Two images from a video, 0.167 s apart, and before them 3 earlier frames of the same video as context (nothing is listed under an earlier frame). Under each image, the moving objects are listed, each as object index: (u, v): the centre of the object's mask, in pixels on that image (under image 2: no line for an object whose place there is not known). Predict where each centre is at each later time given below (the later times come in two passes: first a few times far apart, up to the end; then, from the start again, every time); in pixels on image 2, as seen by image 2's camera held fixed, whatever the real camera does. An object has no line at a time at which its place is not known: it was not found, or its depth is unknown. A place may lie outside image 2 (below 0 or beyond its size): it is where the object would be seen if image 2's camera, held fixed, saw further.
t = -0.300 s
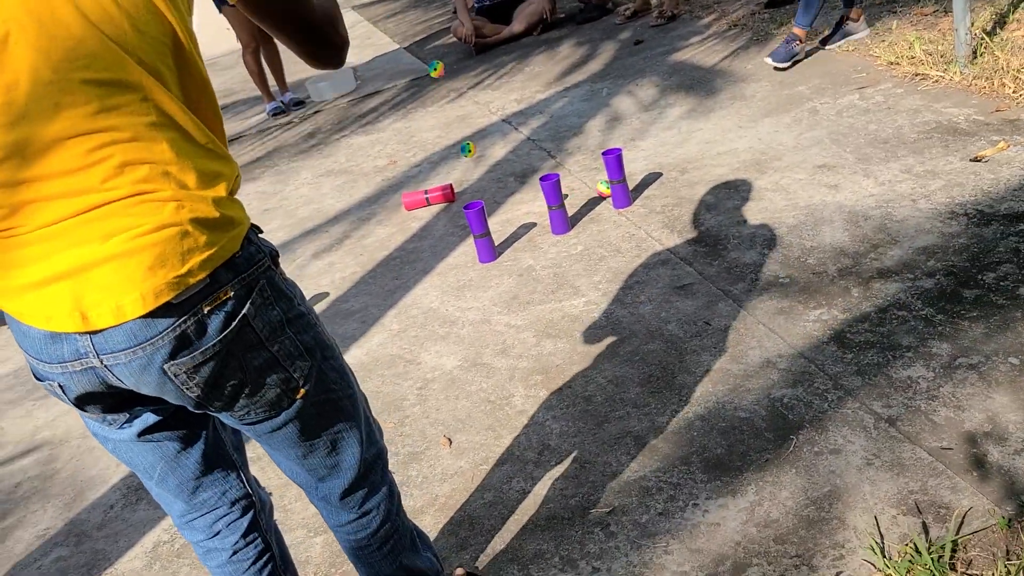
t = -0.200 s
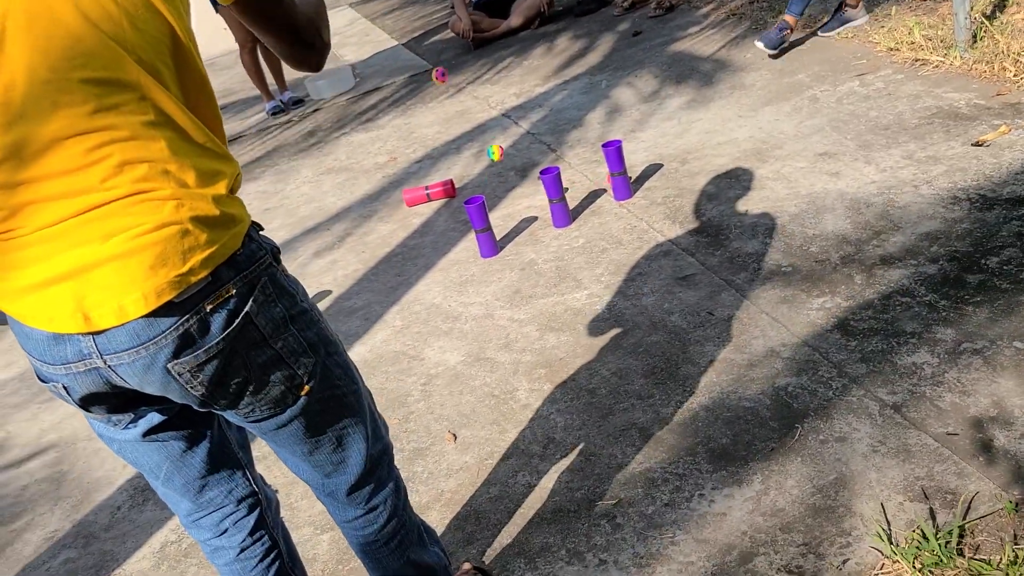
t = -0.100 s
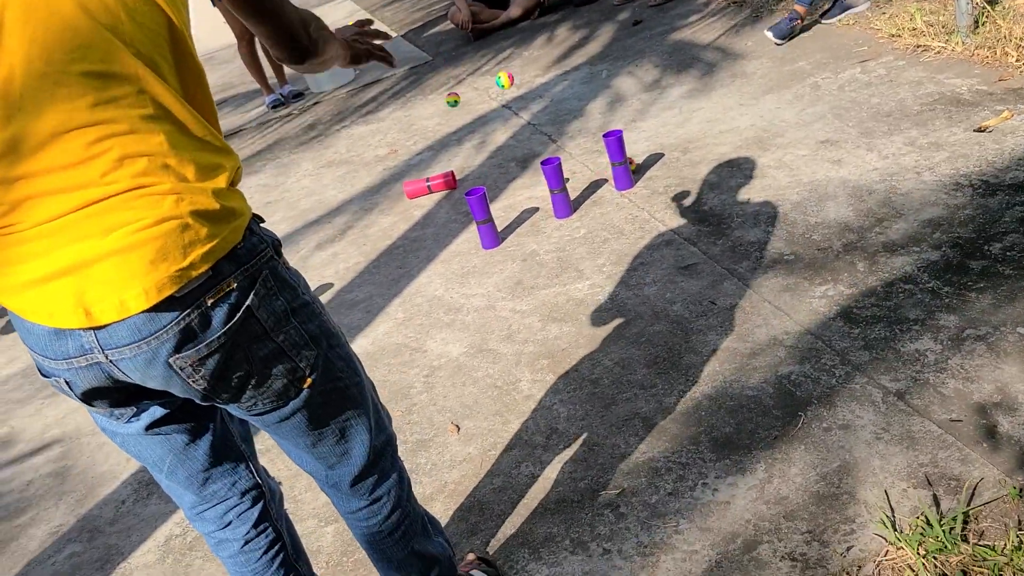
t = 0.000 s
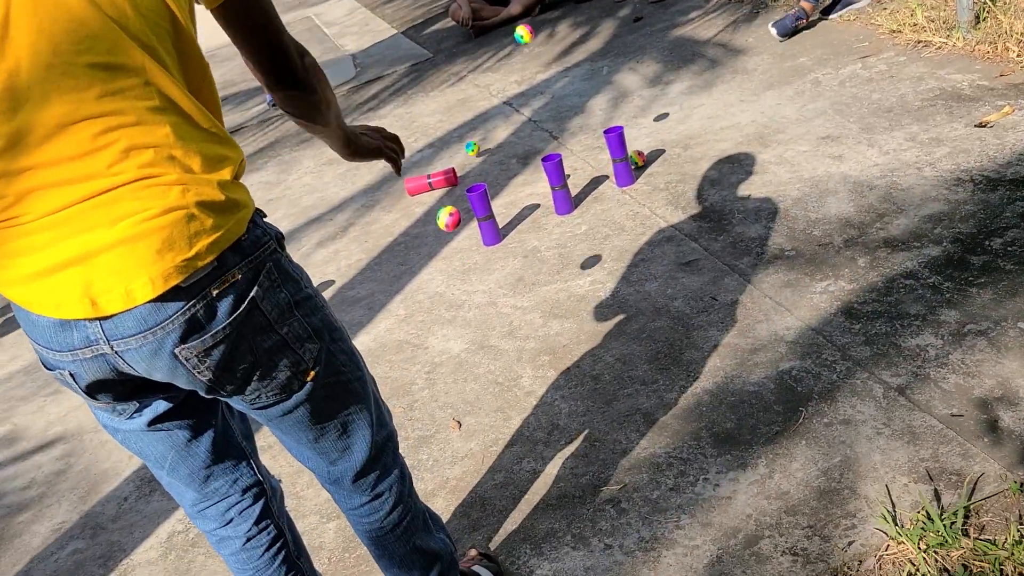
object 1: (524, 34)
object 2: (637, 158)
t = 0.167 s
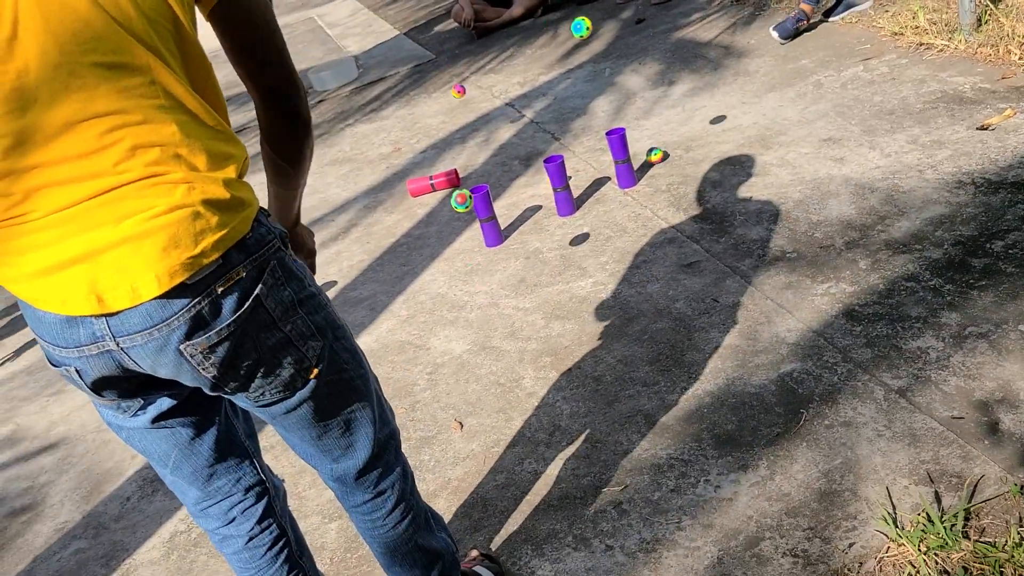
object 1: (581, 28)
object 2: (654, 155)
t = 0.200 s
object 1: (595, 36)
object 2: (658, 154)
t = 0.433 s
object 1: (719, 201)
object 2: (675, 148)
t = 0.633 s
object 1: (791, 138)
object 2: (690, 141)
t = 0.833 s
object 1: (890, 155)
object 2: (704, 137)
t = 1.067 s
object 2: (718, 131)
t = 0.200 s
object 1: (595, 36)
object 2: (658, 154)
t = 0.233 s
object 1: (612, 50)
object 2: (660, 153)
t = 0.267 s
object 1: (627, 66)
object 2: (663, 152)
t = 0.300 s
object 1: (645, 86)
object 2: (665, 151)
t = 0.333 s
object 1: (663, 110)
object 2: (668, 151)
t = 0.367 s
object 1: (682, 137)
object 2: (669, 150)
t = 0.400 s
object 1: (700, 167)
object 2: (673, 148)
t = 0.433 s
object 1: (719, 201)
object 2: (675, 148)
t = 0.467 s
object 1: (736, 220)
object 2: (678, 147)
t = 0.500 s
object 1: (745, 199)
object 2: (680, 145)
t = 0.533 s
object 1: (755, 178)
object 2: (683, 144)
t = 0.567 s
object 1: (766, 162)
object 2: (686, 143)
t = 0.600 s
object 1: (778, 148)
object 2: (688, 142)
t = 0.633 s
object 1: (791, 138)
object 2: (690, 141)
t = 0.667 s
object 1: (805, 131)
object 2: (693, 141)
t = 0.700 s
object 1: (820, 127)
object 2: (695, 140)
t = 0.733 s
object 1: (836, 128)
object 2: (698, 139)
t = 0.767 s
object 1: (853, 133)
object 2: (700, 139)
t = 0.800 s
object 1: (872, 142)
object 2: (702, 138)
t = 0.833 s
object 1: (890, 155)
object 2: (704, 137)
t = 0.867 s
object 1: (908, 172)
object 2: (706, 136)
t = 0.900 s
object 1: (927, 194)
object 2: (708, 135)
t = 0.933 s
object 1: (947, 220)
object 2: (710, 135)
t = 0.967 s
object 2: (712, 134)
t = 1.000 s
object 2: (714, 133)
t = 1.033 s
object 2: (716, 132)
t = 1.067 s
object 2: (718, 131)
